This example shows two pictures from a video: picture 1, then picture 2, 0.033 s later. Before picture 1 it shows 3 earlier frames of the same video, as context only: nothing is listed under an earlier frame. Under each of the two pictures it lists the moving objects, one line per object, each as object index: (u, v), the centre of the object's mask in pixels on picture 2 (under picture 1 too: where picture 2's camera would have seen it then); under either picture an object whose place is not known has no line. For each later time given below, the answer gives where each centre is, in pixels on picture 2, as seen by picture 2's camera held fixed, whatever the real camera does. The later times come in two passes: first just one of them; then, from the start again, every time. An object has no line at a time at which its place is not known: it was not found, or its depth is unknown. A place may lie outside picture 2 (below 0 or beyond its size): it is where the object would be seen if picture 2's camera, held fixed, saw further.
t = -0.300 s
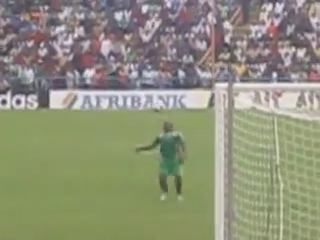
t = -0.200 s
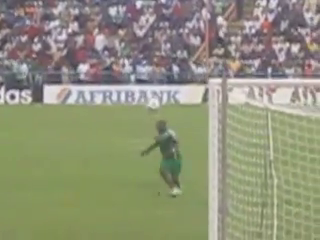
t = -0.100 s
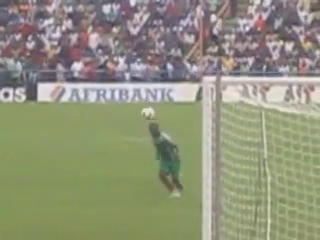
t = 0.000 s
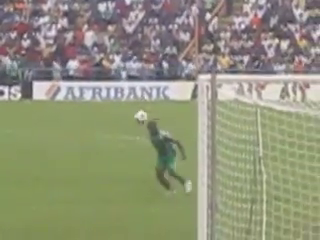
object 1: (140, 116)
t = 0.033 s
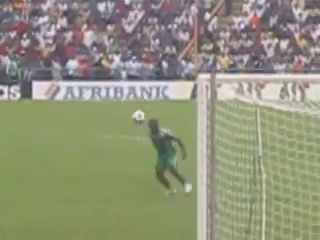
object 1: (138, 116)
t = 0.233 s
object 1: (127, 129)
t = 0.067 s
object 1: (136, 117)
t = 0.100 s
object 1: (134, 118)
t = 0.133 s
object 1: (132, 120)
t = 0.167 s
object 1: (131, 122)
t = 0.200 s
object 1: (129, 125)
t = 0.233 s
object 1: (127, 129)
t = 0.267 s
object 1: (125, 133)
